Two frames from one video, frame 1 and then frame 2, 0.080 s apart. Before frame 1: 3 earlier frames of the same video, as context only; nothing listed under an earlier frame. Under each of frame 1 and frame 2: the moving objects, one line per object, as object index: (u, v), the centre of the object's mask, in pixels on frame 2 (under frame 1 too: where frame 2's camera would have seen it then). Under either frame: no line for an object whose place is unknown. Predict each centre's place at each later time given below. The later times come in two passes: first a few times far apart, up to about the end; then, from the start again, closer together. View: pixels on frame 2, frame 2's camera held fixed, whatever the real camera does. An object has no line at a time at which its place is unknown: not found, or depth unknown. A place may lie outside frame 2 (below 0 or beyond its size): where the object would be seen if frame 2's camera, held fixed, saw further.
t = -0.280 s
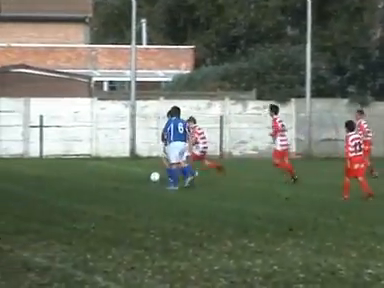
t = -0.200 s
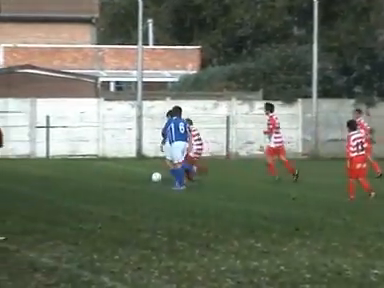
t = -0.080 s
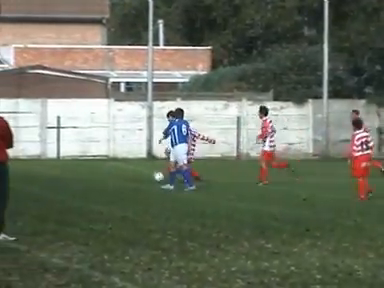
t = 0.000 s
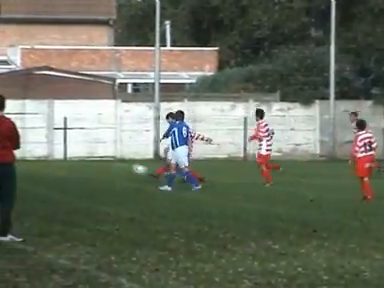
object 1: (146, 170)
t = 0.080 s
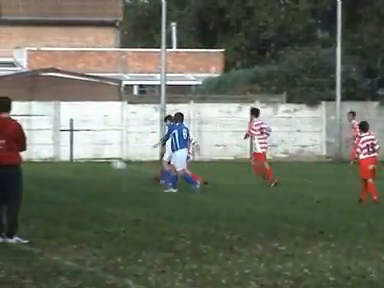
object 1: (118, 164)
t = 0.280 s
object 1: (51, 163)
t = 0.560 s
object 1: (-40, 183)
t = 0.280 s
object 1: (51, 163)
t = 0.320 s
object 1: (39, 165)
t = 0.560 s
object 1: (-40, 183)
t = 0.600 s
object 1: (-50, 182)
